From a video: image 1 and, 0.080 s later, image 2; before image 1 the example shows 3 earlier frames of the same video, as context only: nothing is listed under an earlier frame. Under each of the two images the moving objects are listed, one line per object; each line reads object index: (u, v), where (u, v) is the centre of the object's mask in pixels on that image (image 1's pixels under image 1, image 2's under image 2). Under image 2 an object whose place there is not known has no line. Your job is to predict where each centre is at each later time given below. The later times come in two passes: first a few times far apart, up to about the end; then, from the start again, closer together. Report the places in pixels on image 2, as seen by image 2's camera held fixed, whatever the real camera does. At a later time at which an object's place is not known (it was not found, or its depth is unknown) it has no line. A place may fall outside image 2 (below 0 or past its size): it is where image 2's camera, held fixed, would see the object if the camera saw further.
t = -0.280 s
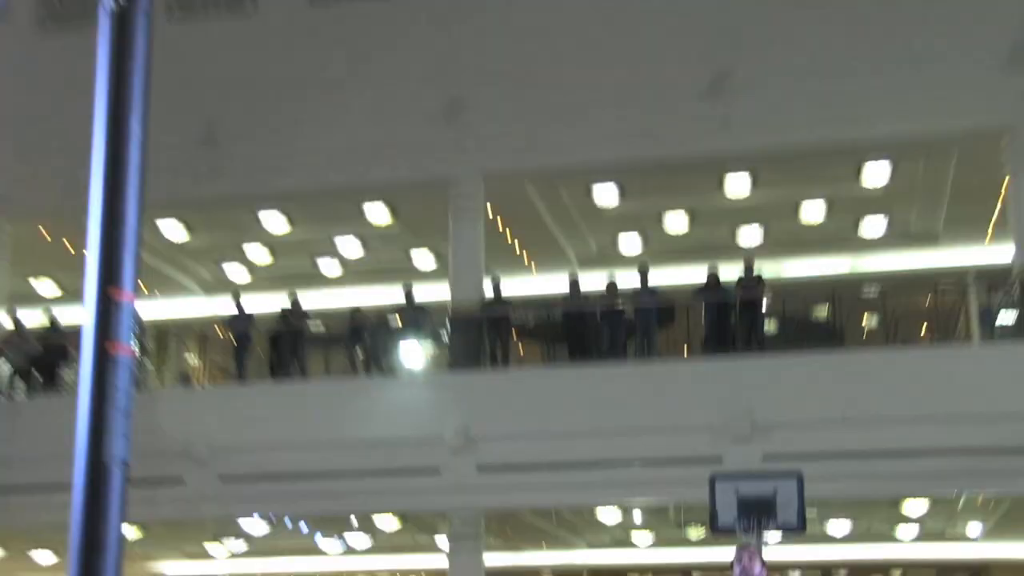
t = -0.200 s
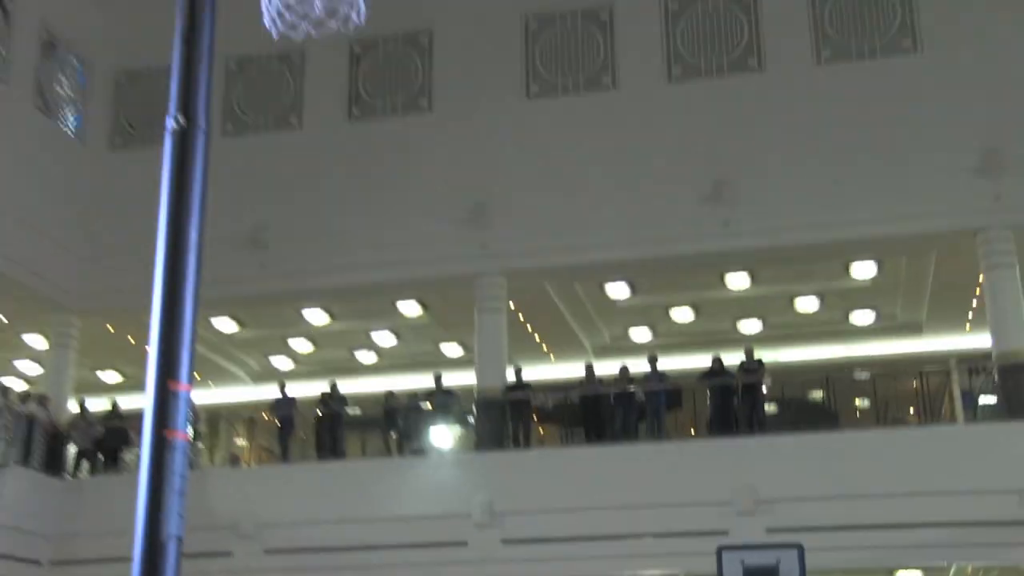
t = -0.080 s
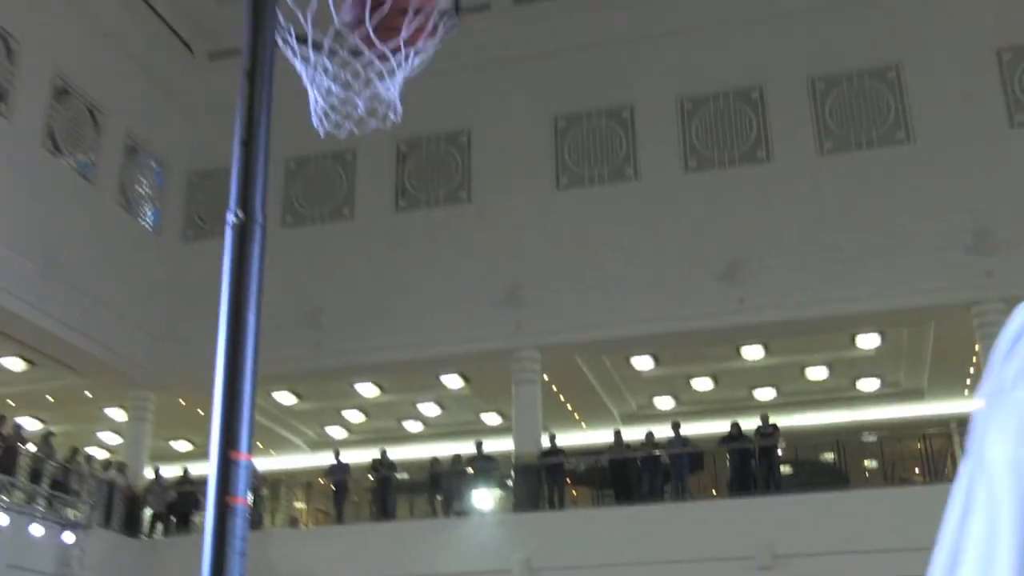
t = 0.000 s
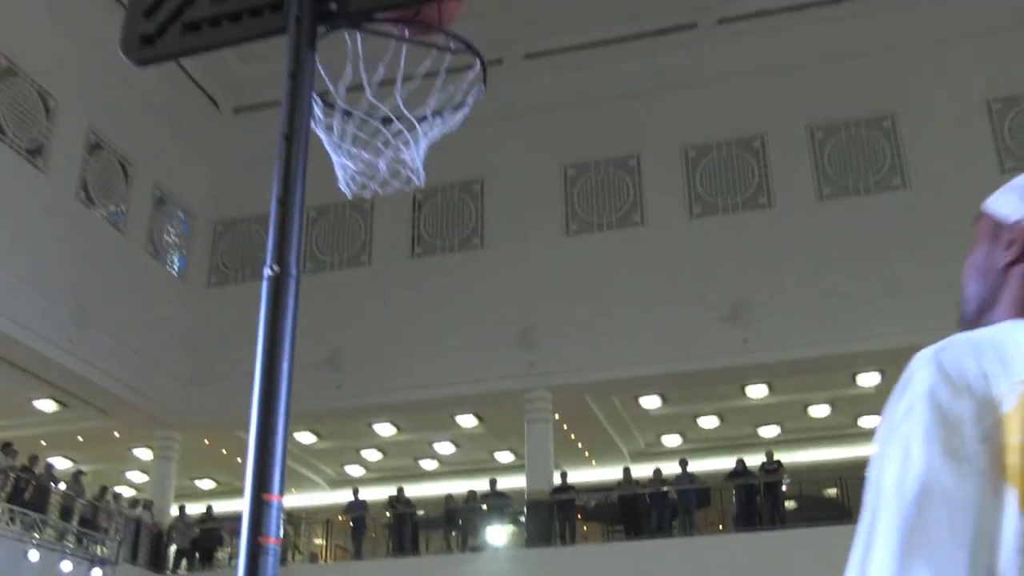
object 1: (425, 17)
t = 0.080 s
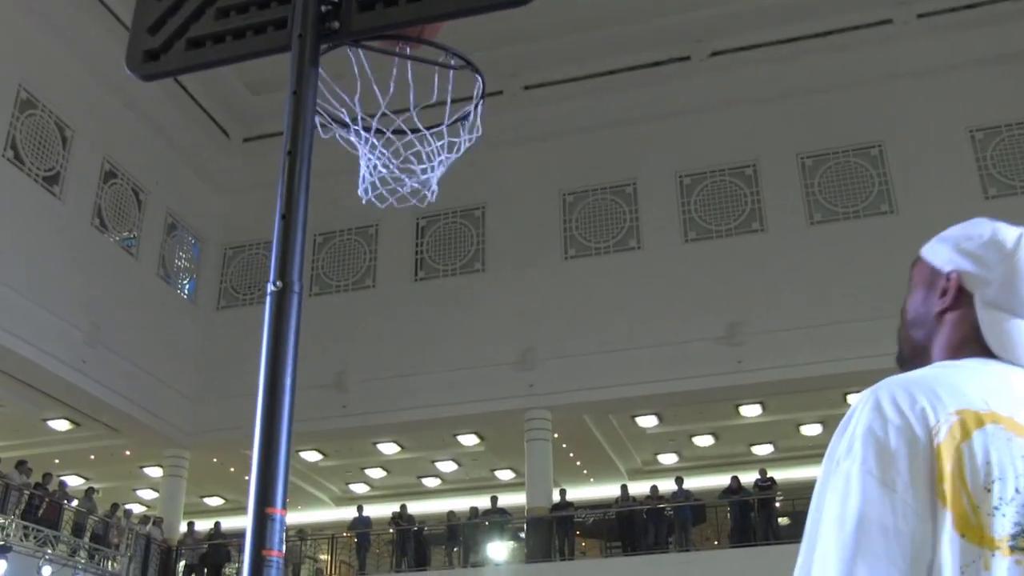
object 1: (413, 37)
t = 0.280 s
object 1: (388, 50)
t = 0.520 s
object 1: (371, 104)
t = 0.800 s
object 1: (393, 182)
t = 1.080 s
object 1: (397, 236)
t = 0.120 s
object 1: (402, 42)
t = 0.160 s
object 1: (400, 45)
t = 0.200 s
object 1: (395, 43)
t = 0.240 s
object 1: (388, 46)
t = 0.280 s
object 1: (388, 50)
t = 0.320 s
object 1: (383, 57)
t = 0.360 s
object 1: (362, 72)
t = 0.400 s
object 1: (364, 76)
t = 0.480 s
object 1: (367, 93)
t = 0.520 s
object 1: (371, 104)
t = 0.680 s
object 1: (386, 196)
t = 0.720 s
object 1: (396, 194)
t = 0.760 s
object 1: (396, 188)
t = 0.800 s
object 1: (393, 182)
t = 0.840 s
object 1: (396, 181)
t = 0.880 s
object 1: (400, 189)
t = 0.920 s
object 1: (400, 198)
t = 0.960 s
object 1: (400, 203)
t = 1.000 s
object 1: (399, 213)
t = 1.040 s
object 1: (399, 221)
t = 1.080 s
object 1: (397, 236)
